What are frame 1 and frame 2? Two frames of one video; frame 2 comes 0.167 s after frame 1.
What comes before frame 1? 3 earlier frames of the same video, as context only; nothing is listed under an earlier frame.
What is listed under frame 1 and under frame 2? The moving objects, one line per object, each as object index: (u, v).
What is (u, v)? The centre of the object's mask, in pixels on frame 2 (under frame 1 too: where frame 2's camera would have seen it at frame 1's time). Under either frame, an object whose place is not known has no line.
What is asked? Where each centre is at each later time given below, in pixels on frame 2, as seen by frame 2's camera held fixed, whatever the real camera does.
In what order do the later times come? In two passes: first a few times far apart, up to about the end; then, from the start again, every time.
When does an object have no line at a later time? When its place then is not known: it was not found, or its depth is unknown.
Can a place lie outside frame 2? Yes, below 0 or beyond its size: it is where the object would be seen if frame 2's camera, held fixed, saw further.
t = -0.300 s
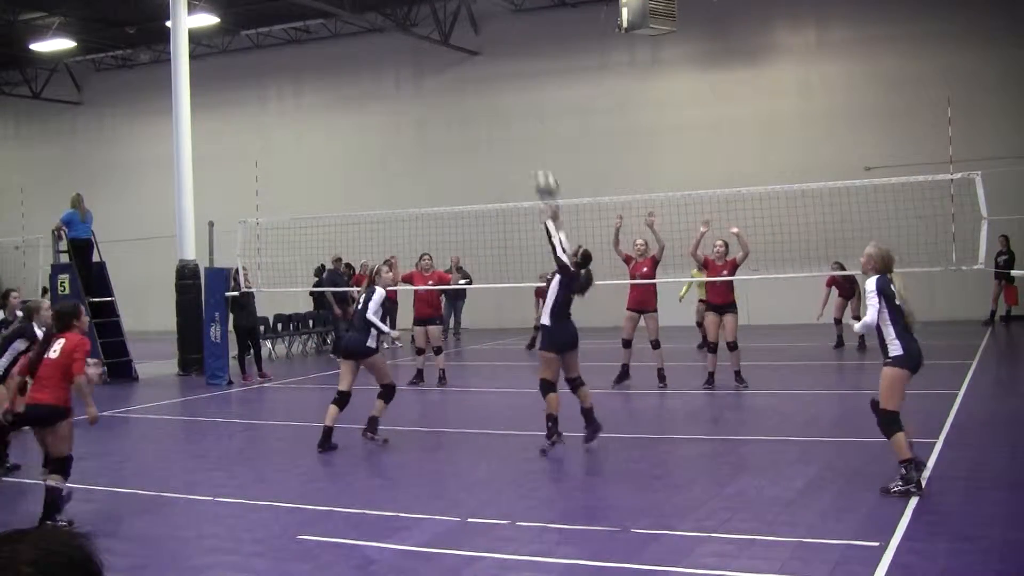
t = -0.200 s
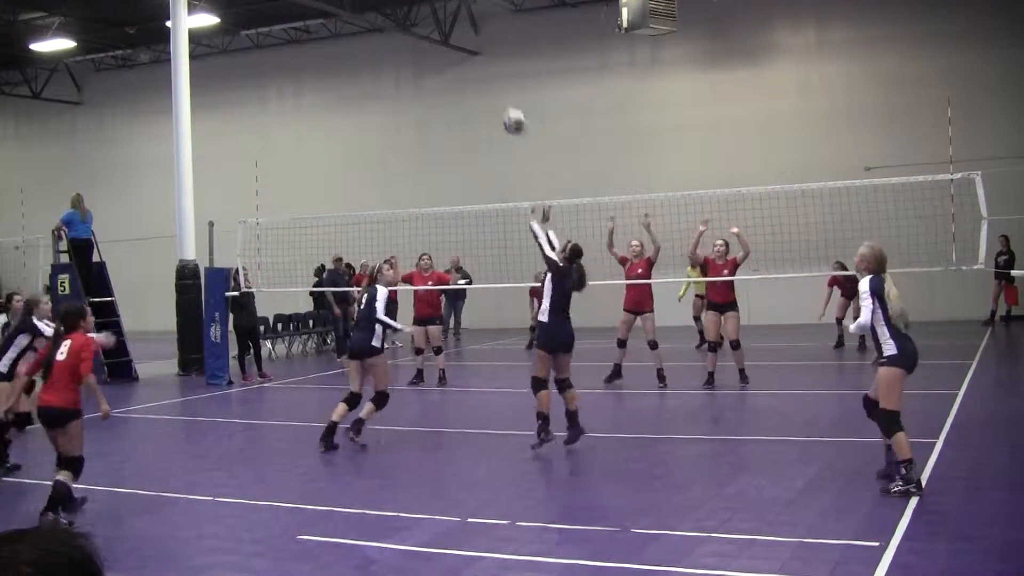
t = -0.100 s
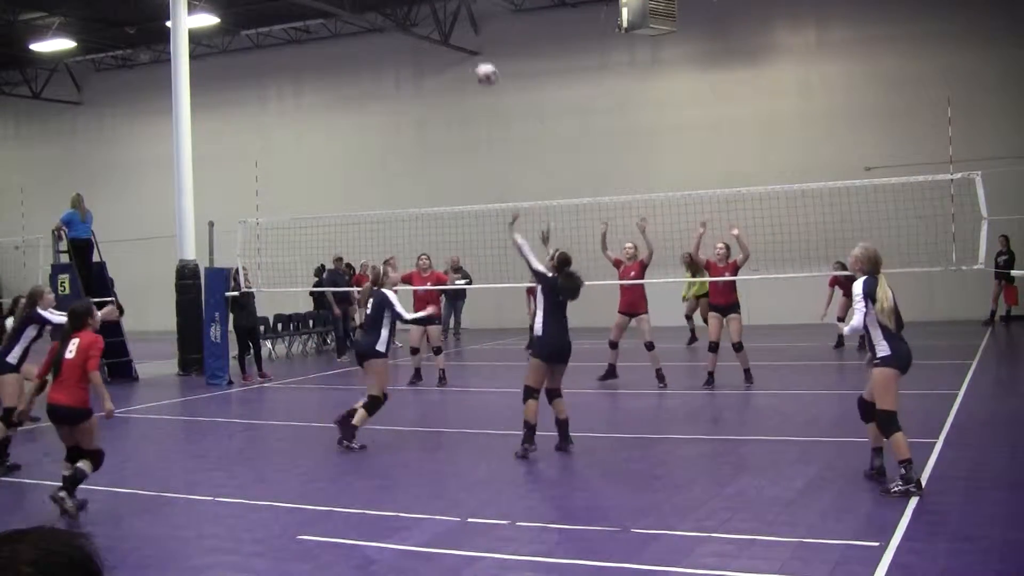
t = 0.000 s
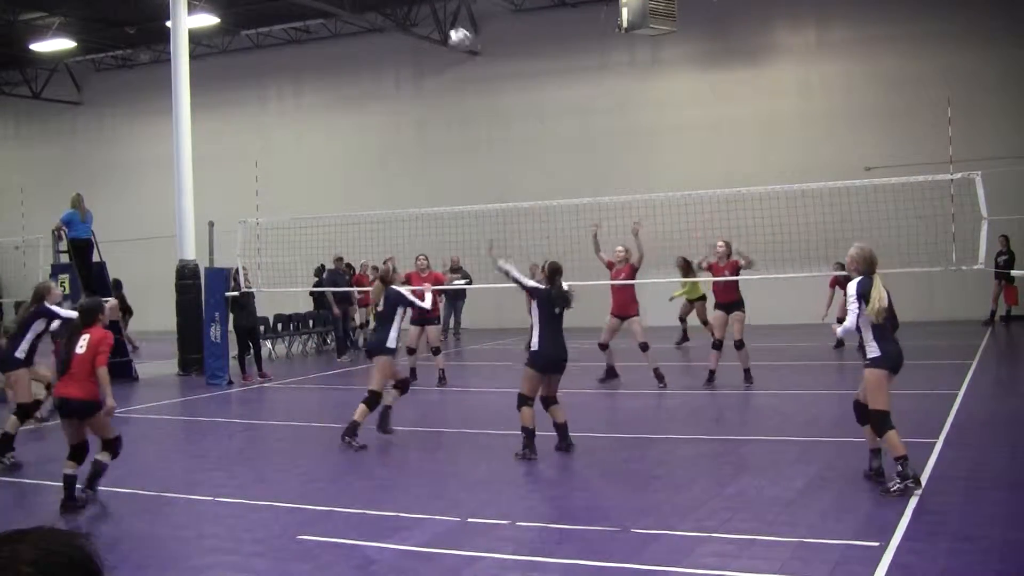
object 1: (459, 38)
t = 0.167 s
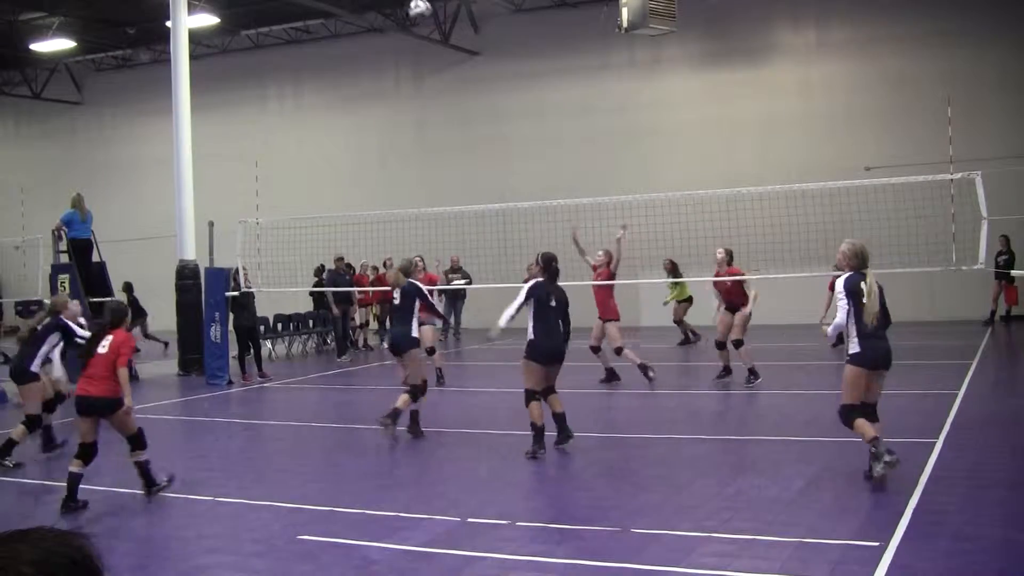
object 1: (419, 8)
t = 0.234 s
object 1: (405, 8)
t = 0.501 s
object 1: (356, 31)
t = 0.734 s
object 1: (318, 104)
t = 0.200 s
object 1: (412, 7)
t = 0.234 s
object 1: (405, 8)
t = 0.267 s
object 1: (398, 8)
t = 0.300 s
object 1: (391, 6)
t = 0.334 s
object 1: (385, 8)
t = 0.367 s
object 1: (379, 9)
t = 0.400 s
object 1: (373, 16)
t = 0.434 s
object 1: (367, 19)
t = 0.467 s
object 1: (361, 25)
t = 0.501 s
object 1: (356, 31)
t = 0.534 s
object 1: (350, 39)
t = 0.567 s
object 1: (344, 48)
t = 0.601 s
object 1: (339, 57)
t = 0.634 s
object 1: (334, 68)
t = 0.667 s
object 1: (328, 78)
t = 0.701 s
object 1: (323, 91)
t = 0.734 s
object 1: (318, 104)
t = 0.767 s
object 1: (313, 117)
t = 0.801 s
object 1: (309, 132)
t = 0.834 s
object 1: (304, 149)
